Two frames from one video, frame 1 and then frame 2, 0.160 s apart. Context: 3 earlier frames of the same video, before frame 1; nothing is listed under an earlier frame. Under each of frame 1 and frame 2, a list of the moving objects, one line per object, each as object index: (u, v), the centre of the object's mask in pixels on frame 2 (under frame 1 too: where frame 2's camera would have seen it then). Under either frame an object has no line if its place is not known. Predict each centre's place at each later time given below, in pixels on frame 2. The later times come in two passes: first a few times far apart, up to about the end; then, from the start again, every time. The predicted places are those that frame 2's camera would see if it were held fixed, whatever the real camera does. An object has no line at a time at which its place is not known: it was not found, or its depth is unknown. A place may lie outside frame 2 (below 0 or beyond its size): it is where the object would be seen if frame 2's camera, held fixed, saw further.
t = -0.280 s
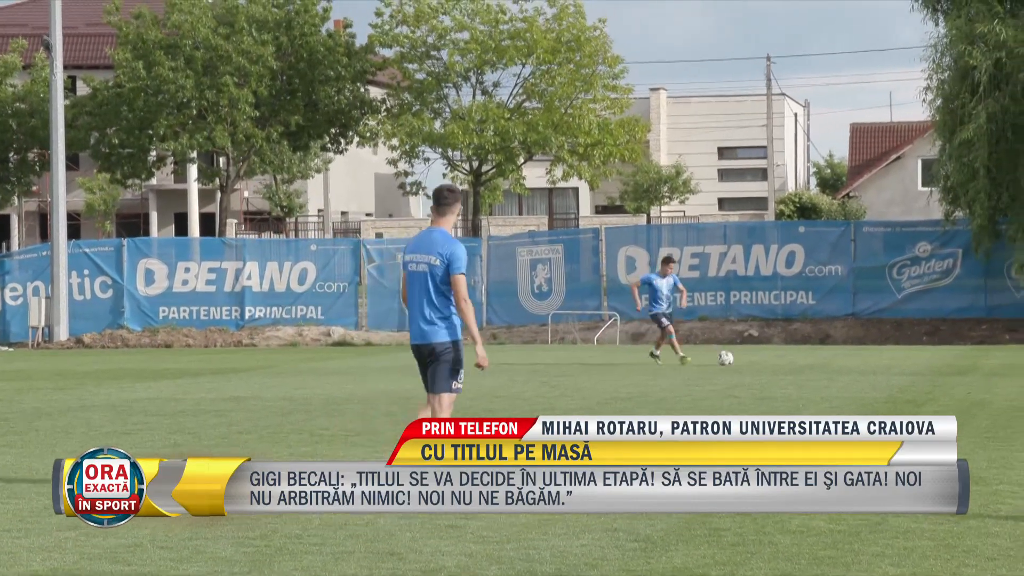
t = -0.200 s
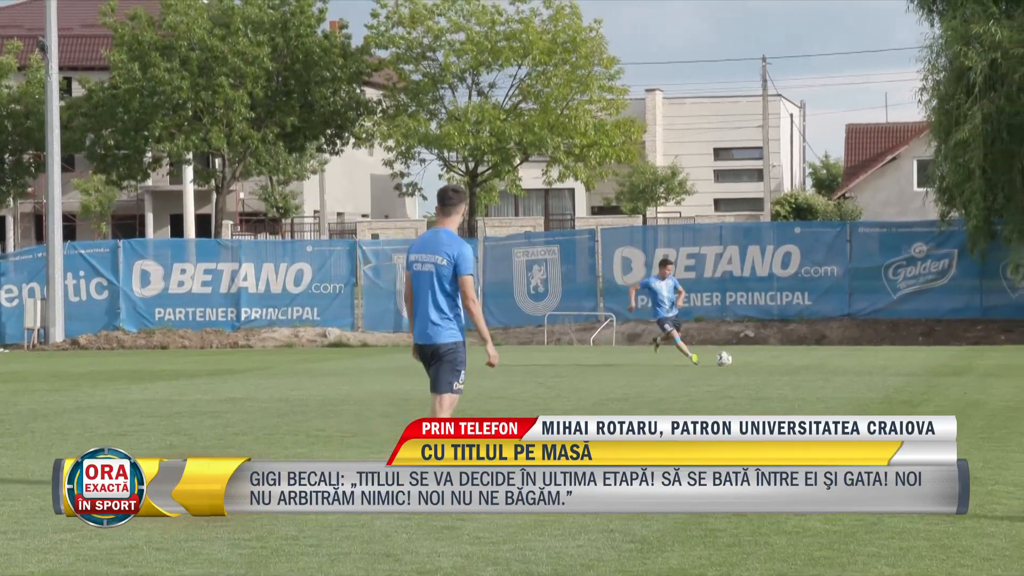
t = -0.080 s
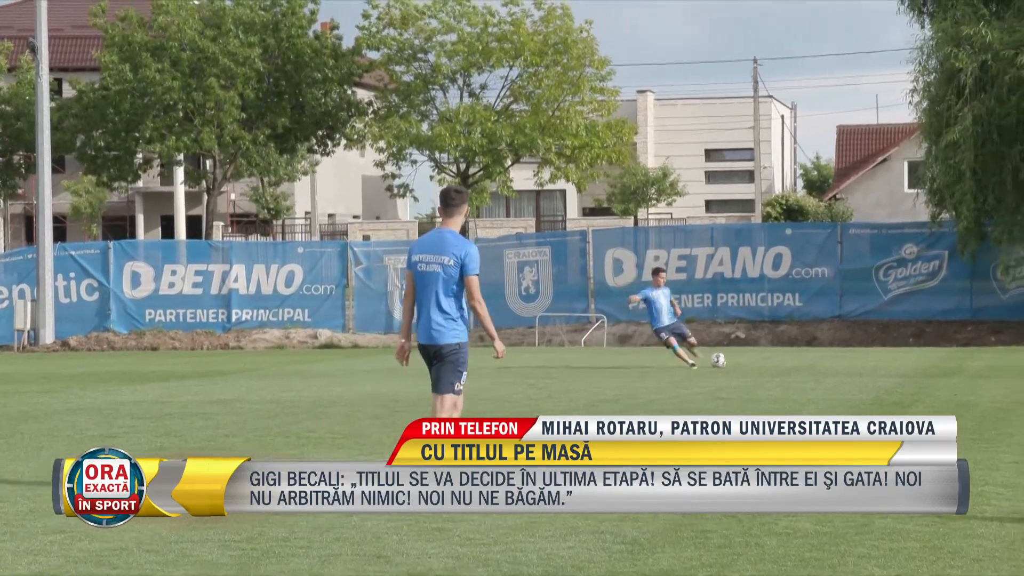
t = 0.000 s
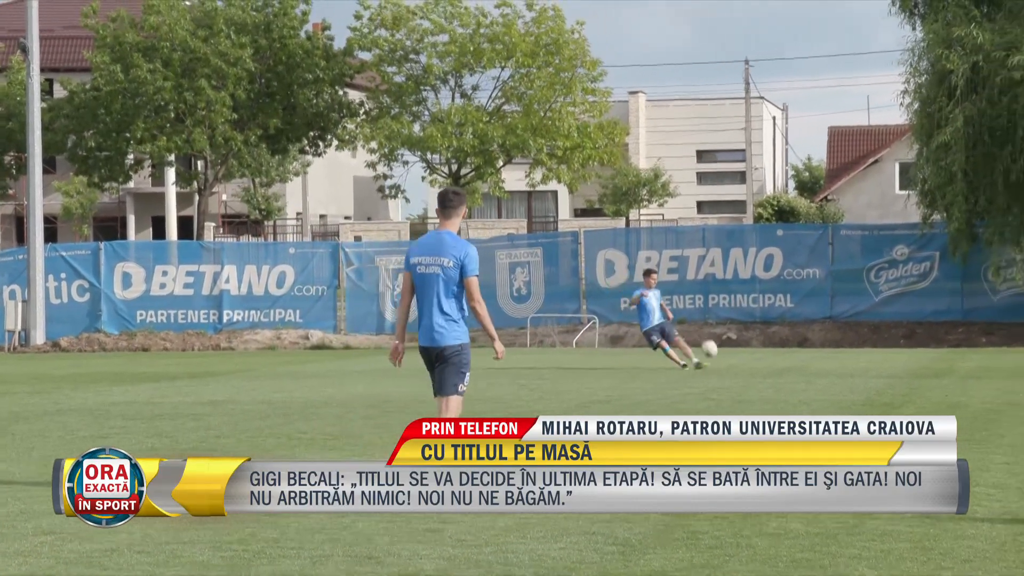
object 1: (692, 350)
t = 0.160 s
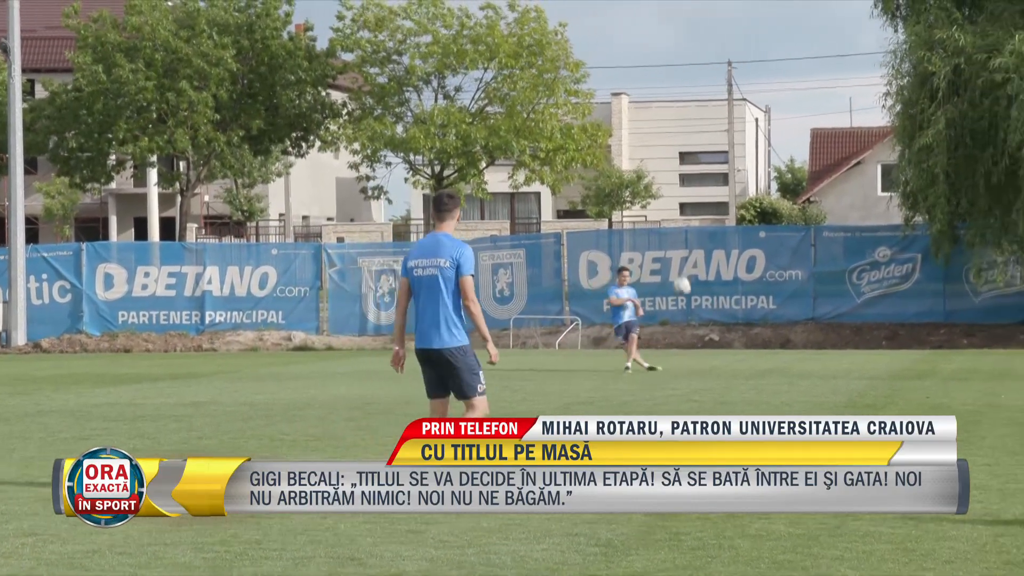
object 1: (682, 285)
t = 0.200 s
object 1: (681, 271)
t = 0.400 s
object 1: (663, 196)
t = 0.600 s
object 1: (642, 132)
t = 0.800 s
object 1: (616, 84)
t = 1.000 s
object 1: (580, 58)
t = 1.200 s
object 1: (532, 63)
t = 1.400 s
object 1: (470, 114)
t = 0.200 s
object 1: (681, 271)
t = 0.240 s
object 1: (677, 254)
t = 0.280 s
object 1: (673, 239)
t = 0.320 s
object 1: (671, 225)
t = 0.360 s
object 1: (667, 211)
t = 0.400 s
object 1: (663, 196)
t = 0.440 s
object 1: (660, 182)
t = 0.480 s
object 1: (653, 168)
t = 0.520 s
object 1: (651, 156)
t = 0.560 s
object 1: (646, 144)
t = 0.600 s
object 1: (642, 132)
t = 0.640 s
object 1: (637, 119)
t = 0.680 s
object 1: (632, 110)
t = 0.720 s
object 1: (627, 100)
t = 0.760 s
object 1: (621, 91)
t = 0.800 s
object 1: (616, 84)
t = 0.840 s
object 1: (609, 77)
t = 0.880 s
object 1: (603, 71)
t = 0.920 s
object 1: (595, 65)
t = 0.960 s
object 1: (588, 61)
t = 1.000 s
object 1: (580, 58)
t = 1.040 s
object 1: (571, 57)
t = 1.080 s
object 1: (562, 56)
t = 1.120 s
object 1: (553, 56)
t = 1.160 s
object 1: (543, 59)
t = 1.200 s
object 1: (532, 63)
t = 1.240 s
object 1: (520, 70)
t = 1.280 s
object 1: (509, 77)
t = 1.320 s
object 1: (496, 87)
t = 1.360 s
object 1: (483, 99)
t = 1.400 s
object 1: (470, 114)
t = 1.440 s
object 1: (453, 131)
